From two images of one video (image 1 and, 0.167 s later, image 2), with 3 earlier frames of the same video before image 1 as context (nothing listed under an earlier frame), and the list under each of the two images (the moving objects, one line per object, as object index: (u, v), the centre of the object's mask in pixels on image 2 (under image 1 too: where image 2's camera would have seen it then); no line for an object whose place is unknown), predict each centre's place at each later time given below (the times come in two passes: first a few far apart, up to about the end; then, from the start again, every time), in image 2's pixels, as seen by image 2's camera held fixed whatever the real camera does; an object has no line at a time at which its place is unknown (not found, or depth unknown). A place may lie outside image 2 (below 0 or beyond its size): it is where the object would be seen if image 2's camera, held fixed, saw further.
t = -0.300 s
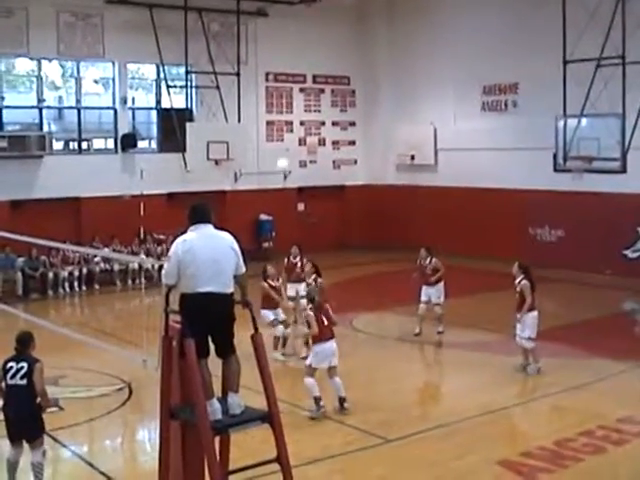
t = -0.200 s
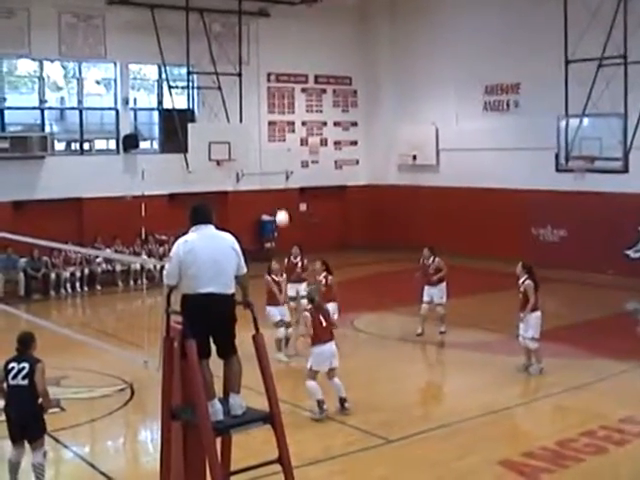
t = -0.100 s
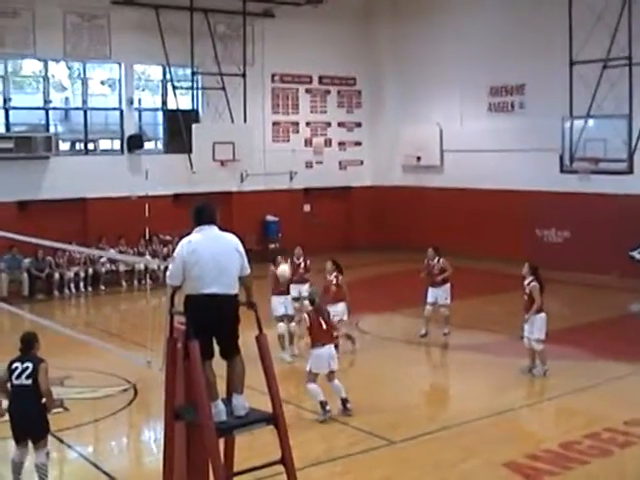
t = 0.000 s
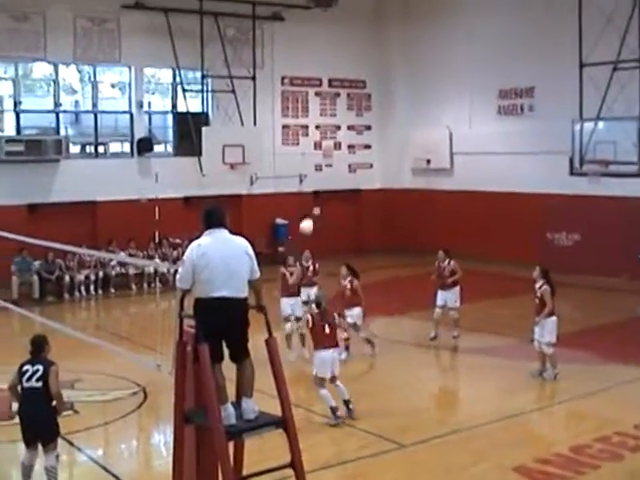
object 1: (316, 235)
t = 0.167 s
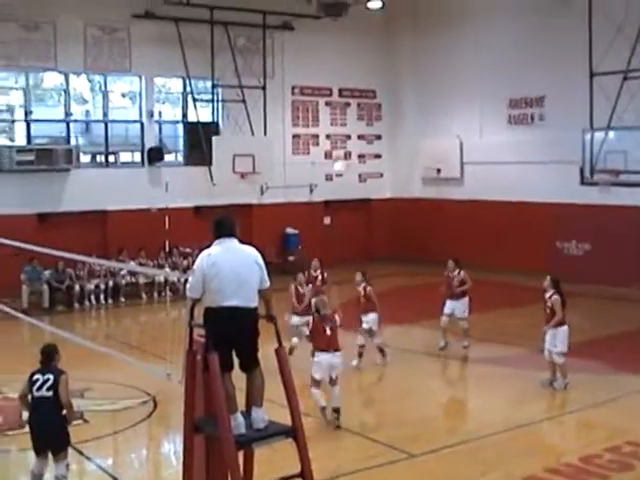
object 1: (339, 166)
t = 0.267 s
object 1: (353, 134)
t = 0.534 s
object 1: (395, 80)
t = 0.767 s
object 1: (435, 73)
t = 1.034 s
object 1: (483, 117)
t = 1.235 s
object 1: (519, 189)
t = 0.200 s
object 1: (343, 155)
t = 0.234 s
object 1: (348, 144)
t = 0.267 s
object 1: (353, 134)
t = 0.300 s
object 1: (359, 124)
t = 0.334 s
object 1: (364, 117)
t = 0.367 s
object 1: (369, 109)
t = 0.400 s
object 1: (374, 101)
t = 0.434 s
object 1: (379, 94)
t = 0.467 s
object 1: (384, 90)
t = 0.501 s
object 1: (390, 84)
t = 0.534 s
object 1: (395, 80)
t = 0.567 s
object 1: (401, 76)
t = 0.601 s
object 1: (406, 74)
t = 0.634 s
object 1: (412, 72)
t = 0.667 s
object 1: (417, 70)
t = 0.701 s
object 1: (423, 70)
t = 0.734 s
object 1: (429, 71)
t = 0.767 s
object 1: (435, 73)
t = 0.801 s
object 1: (440, 74)
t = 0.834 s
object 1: (447, 79)
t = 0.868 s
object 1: (453, 83)
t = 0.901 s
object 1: (459, 87)
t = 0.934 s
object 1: (465, 93)
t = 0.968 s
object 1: (471, 101)
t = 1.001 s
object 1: (476, 109)
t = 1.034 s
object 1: (483, 117)
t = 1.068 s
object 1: (489, 126)
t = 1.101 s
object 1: (495, 137)
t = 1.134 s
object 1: (502, 148)
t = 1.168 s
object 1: (508, 162)
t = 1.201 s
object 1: (514, 176)
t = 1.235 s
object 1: (519, 189)
